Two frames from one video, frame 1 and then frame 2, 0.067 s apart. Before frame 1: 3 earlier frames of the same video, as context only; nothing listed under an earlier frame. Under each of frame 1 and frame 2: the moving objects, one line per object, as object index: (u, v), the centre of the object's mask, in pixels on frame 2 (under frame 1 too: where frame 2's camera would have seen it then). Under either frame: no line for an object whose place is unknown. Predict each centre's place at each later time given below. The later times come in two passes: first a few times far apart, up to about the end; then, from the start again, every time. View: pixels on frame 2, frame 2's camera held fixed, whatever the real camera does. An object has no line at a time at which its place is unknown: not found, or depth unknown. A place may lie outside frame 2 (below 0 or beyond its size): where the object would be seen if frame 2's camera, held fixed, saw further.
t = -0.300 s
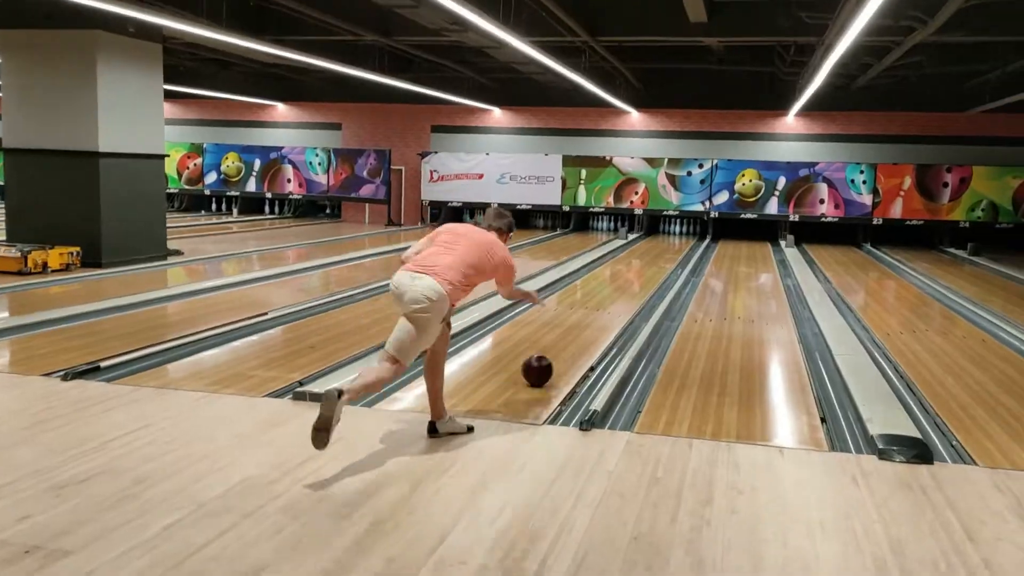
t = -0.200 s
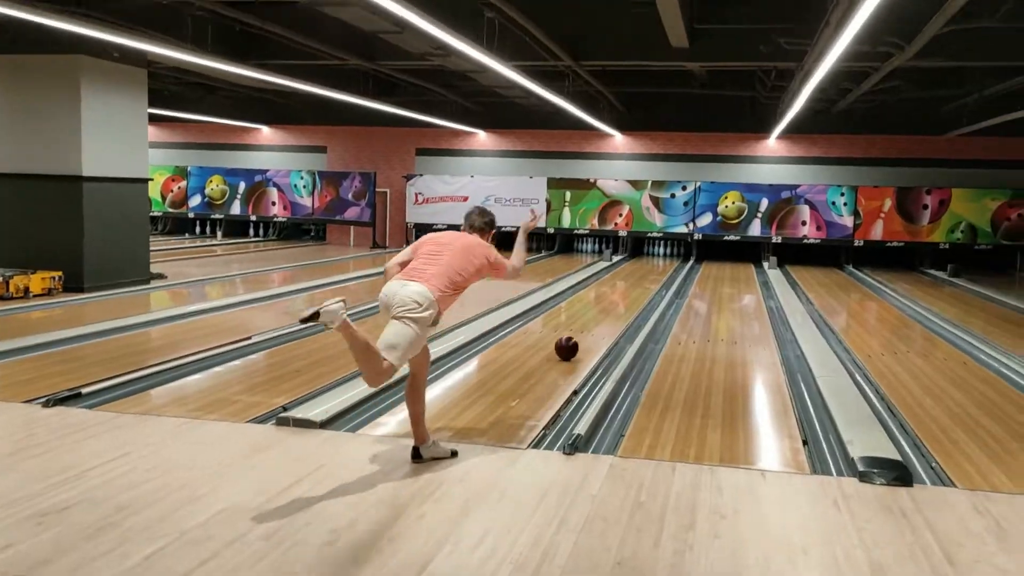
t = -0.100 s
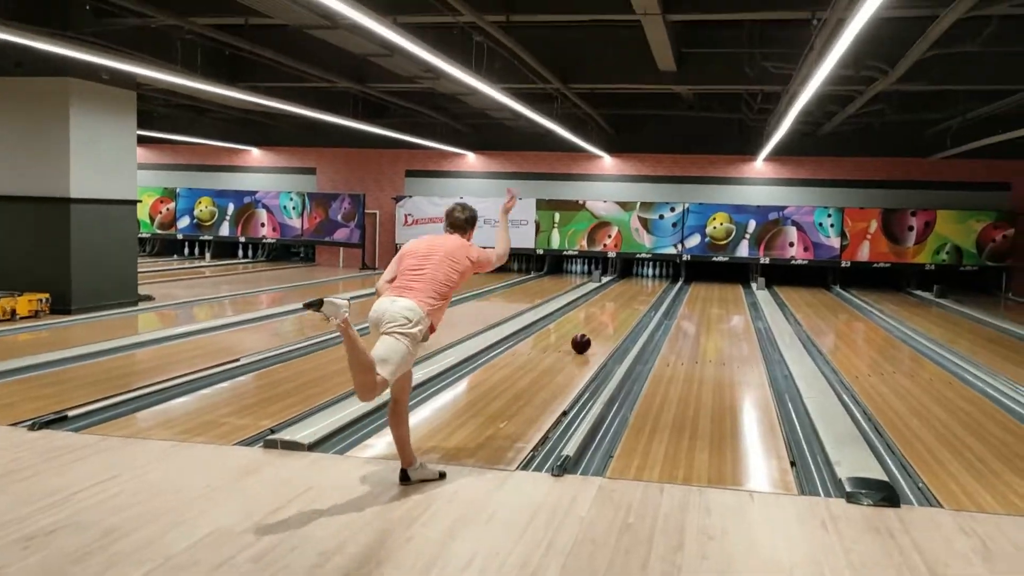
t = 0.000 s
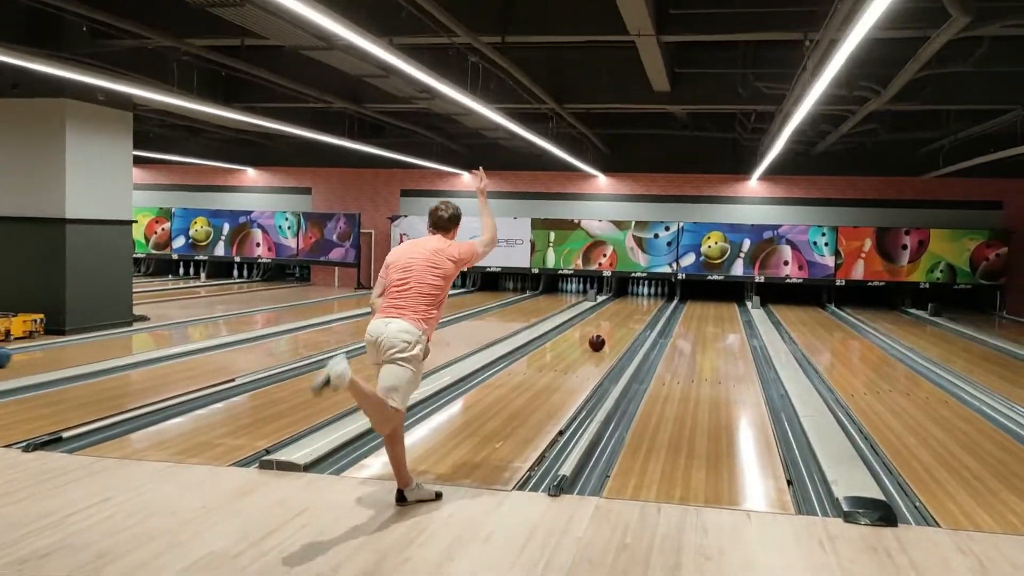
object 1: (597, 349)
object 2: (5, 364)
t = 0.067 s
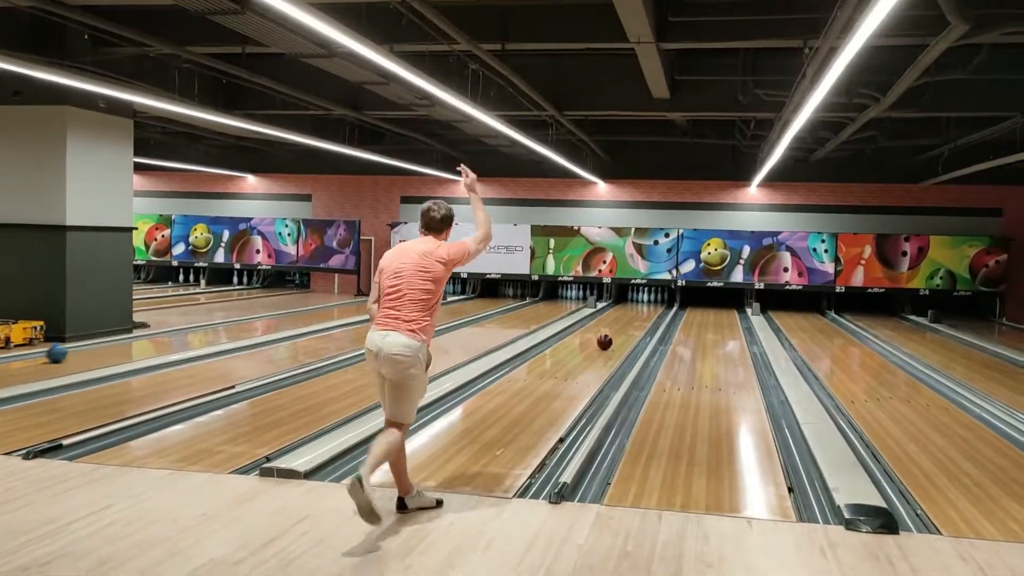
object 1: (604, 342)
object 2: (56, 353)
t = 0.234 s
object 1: (623, 324)
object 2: (189, 328)
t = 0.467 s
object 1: (639, 308)
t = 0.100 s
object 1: (610, 337)
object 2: (94, 346)
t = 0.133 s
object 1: (614, 332)
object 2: (126, 340)
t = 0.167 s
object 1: (617, 330)
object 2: (146, 336)
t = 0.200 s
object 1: (621, 326)
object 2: (173, 330)
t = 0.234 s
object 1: (623, 324)
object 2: (189, 328)
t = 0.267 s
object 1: (625, 321)
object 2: (204, 325)
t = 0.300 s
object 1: (628, 318)
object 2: (224, 321)
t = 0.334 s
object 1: (631, 316)
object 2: (236, 319)
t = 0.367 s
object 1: (633, 313)
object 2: (254, 316)
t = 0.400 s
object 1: (636, 310)
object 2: (269, 313)
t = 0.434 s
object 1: (638, 309)
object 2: (279, 311)
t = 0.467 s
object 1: (639, 308)
